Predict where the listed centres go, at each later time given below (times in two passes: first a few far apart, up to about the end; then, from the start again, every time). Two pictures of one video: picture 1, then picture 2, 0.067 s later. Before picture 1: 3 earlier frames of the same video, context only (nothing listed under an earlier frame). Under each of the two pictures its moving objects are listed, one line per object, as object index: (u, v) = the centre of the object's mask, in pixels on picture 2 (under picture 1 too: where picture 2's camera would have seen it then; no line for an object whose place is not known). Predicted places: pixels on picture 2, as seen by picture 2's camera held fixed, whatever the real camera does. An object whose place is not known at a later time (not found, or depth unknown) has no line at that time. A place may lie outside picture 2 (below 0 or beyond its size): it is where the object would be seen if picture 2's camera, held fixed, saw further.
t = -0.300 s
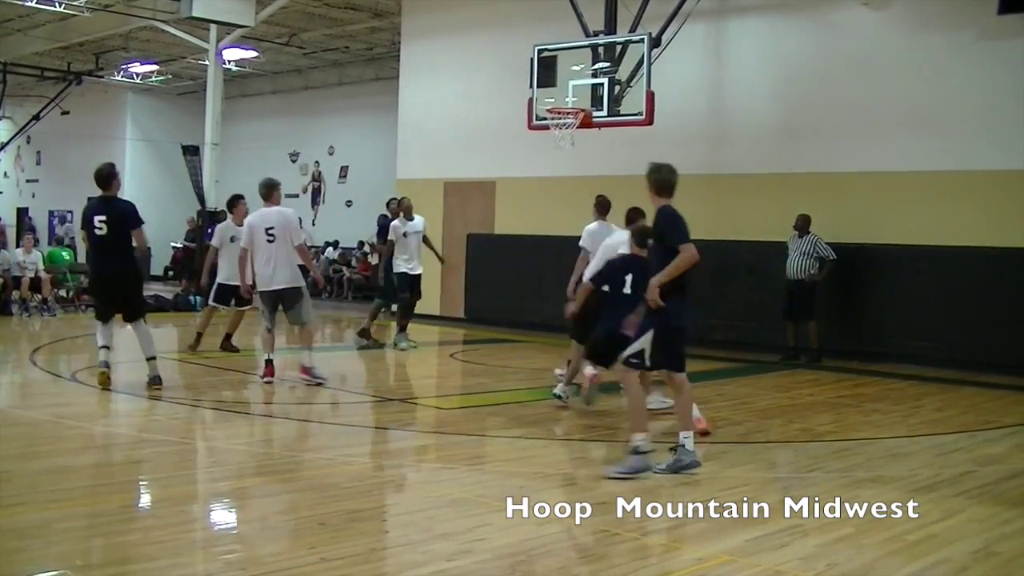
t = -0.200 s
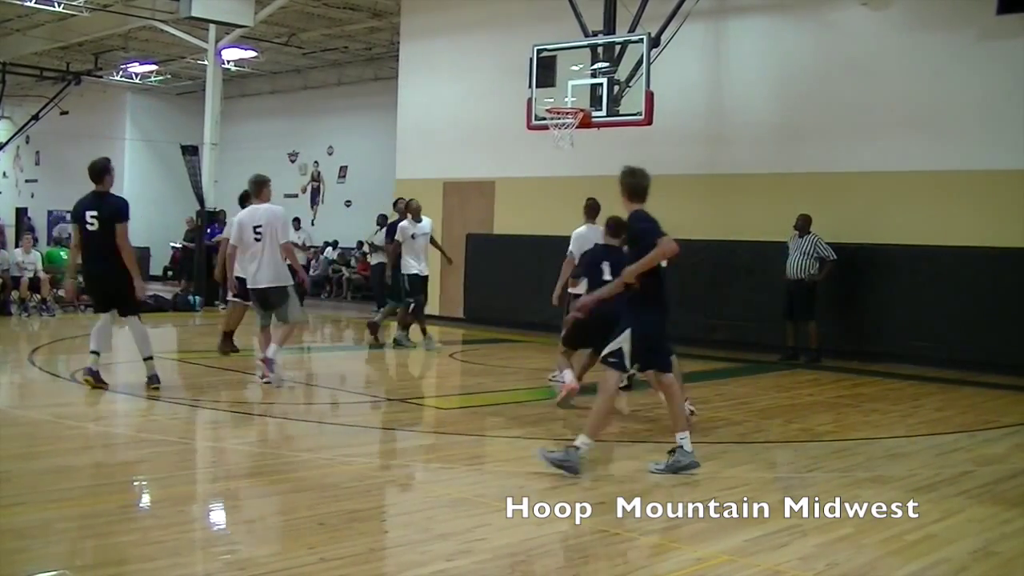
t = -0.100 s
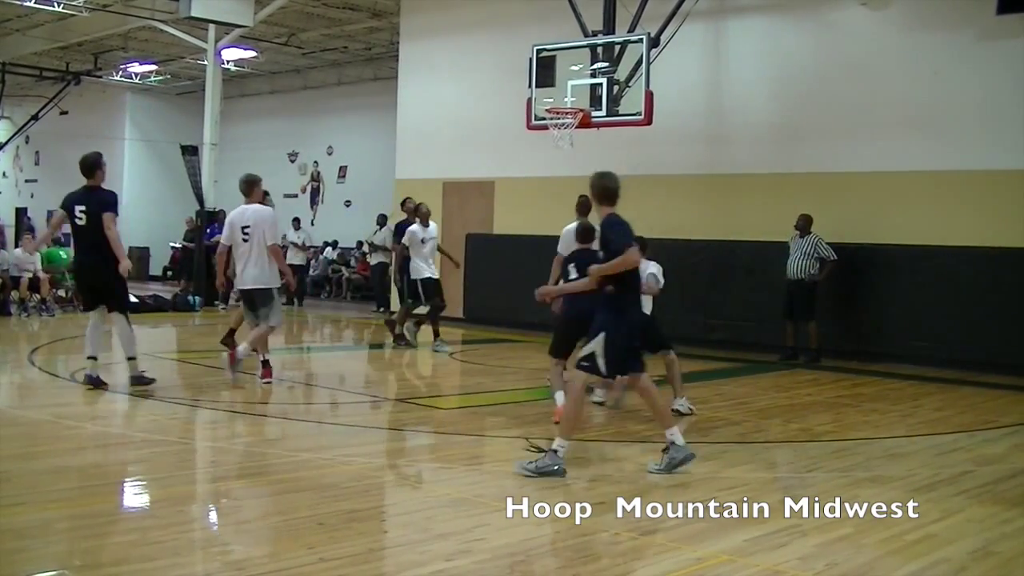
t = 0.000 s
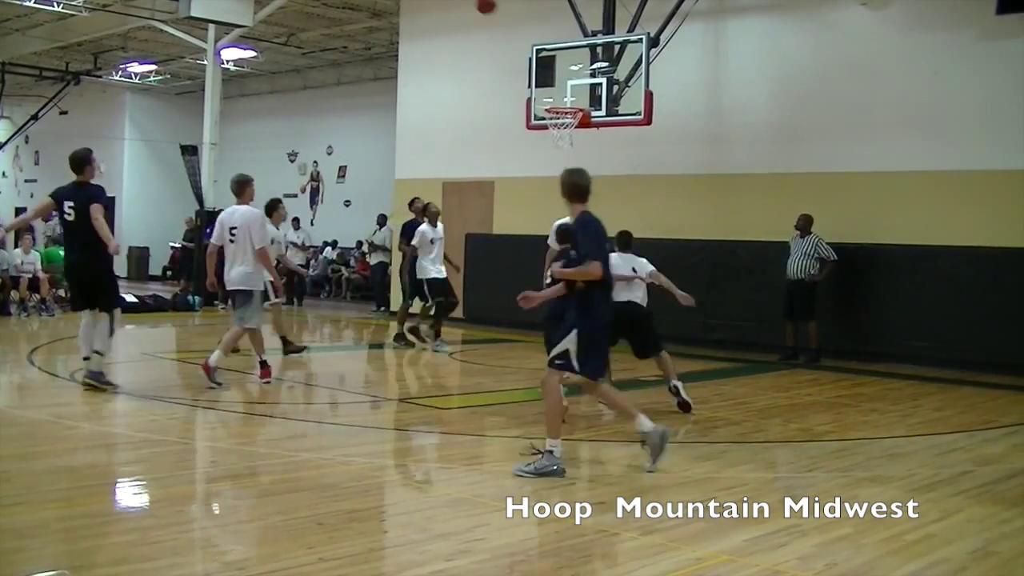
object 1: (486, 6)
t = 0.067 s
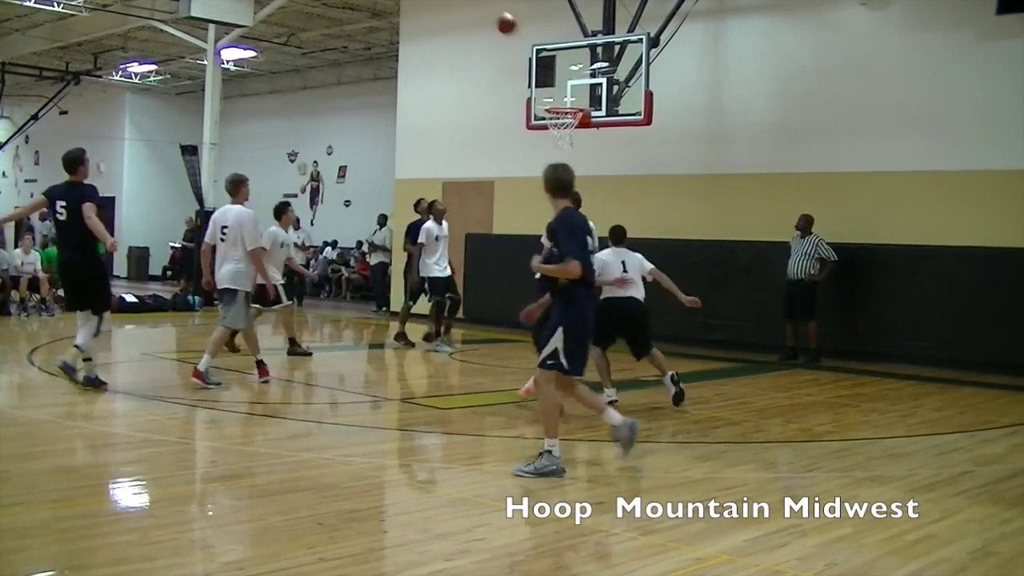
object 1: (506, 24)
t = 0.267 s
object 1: (562, 100)
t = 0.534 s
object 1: (559, 125)
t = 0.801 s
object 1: (563, 150)
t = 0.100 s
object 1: (516, 35)
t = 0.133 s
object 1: (525, 47)
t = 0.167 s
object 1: (535, 59)
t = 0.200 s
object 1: (544, 71)
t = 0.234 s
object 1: (553, 85)
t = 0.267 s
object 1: (562, 100)
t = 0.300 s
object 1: (567, 114)
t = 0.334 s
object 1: (564, 120)
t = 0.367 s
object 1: (563, 125)
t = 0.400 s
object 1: (562, 124)
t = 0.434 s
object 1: (561, 123)
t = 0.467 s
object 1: (560, 121)
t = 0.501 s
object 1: (559, 120)
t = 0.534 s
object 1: (559, 125)
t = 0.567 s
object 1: (560, 127)
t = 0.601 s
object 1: (560, 131)
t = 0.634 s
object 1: (560, 132)
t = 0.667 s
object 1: (561, 132)
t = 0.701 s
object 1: (561, 135)
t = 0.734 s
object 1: (562, 140)
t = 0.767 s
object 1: (563, 146)
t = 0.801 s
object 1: (563, 150)
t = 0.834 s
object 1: (563, 156)
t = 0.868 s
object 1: (564, 164)
